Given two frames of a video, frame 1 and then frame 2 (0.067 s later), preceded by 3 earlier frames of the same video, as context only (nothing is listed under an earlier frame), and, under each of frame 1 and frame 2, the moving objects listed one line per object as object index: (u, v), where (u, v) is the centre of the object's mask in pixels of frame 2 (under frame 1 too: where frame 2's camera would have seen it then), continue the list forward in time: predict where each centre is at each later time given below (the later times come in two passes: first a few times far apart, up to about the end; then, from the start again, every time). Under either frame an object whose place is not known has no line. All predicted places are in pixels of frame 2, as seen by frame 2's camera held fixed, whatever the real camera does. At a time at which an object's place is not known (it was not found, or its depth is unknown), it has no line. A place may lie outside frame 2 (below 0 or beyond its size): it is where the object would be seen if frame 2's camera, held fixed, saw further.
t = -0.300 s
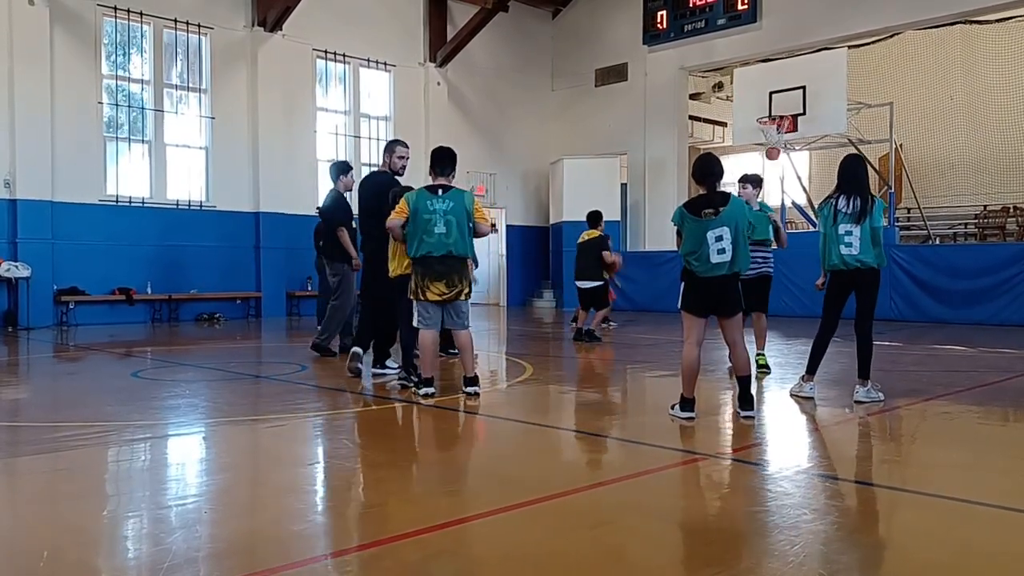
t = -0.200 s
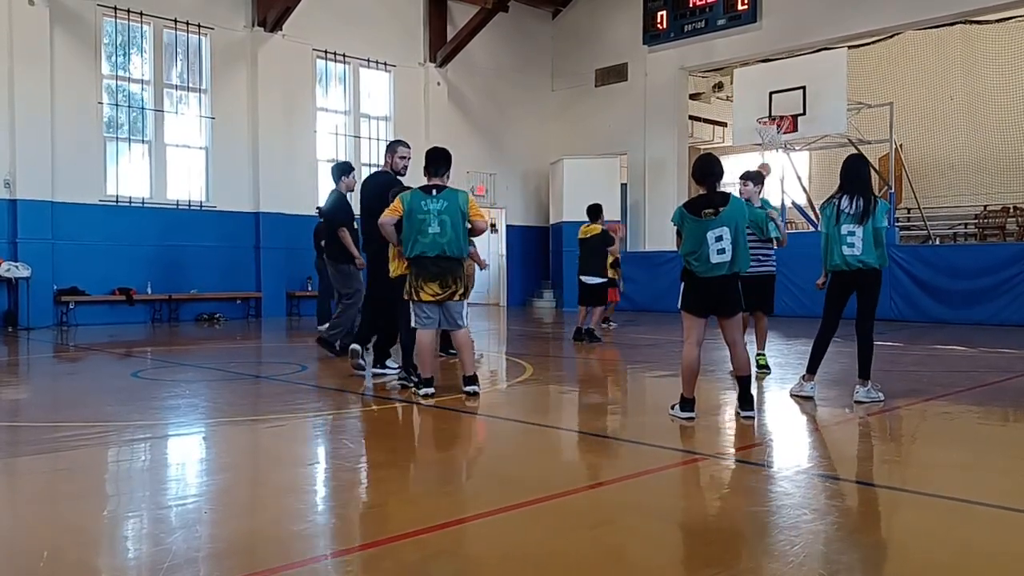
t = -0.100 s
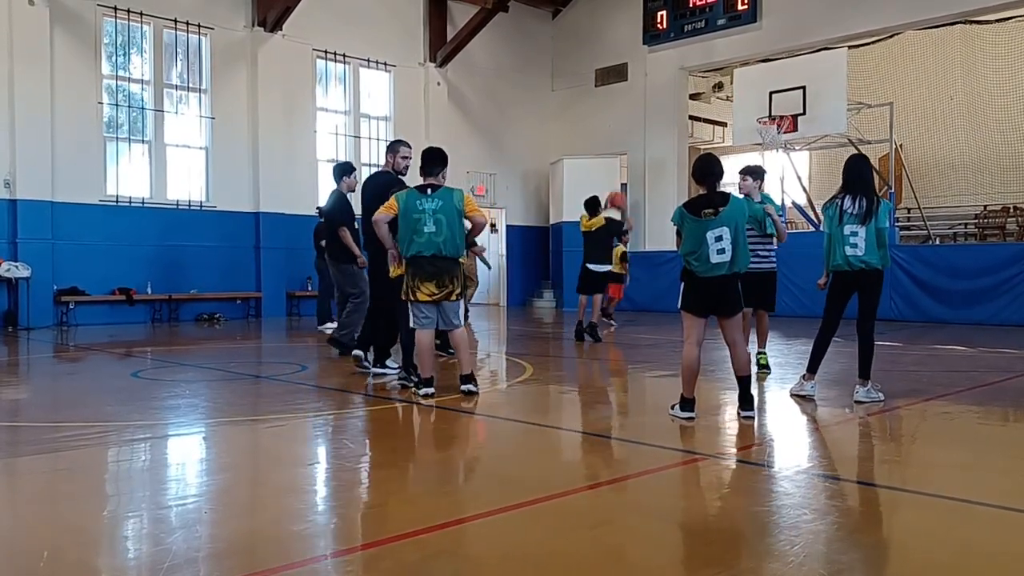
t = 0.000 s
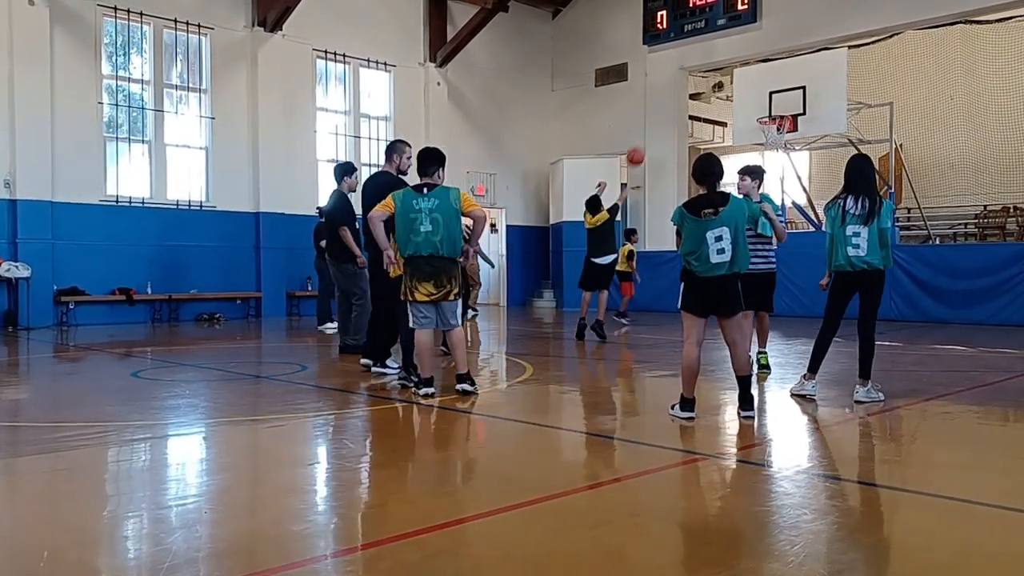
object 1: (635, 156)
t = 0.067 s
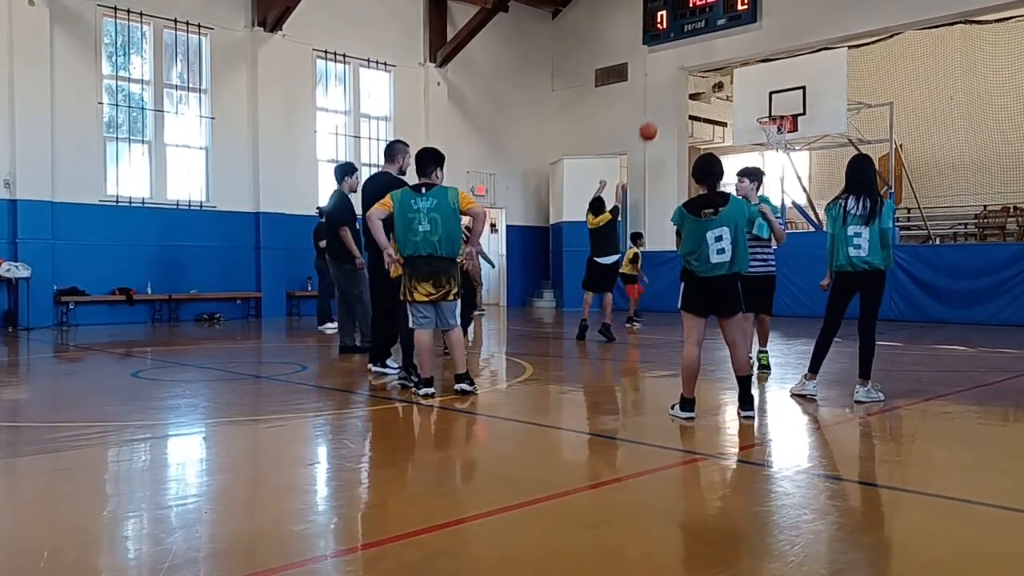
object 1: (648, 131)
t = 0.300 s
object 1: (687, 79)
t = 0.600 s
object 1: (728, 77)
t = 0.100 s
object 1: (654, 121)
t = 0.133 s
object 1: (660, 111)
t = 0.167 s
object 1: (665, 103)
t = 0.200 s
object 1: (671, 95)
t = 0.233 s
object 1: (676, 89)
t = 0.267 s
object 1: (682, 83)
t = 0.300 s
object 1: (687, 79)
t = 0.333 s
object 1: (692, 75)
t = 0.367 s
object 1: (696, 72)
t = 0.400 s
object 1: (701, 71)
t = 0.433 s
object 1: (706, 70)
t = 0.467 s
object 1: (711, 70)
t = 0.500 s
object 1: (715, 70)
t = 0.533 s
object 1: (719, 71)
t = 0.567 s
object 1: (724, 74)
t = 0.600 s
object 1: (728, 77)
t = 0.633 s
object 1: (732, 81)
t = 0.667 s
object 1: (736, 85)
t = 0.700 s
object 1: (740, 90)
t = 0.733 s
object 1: (744, 95)
